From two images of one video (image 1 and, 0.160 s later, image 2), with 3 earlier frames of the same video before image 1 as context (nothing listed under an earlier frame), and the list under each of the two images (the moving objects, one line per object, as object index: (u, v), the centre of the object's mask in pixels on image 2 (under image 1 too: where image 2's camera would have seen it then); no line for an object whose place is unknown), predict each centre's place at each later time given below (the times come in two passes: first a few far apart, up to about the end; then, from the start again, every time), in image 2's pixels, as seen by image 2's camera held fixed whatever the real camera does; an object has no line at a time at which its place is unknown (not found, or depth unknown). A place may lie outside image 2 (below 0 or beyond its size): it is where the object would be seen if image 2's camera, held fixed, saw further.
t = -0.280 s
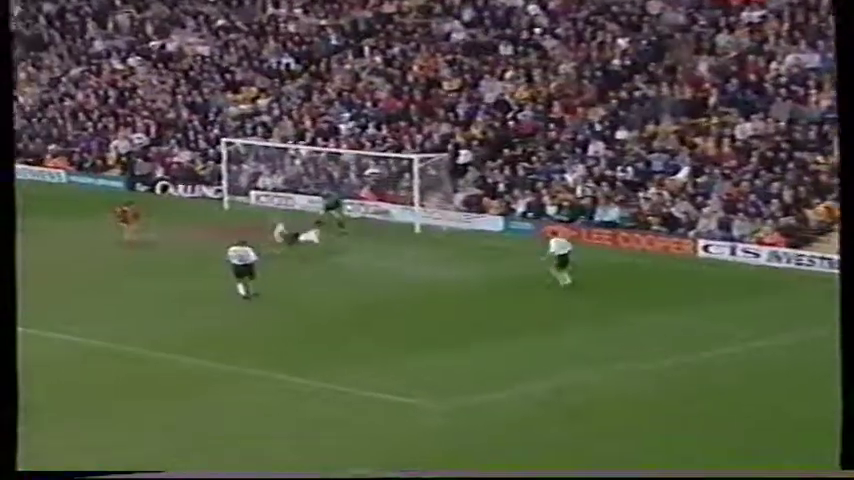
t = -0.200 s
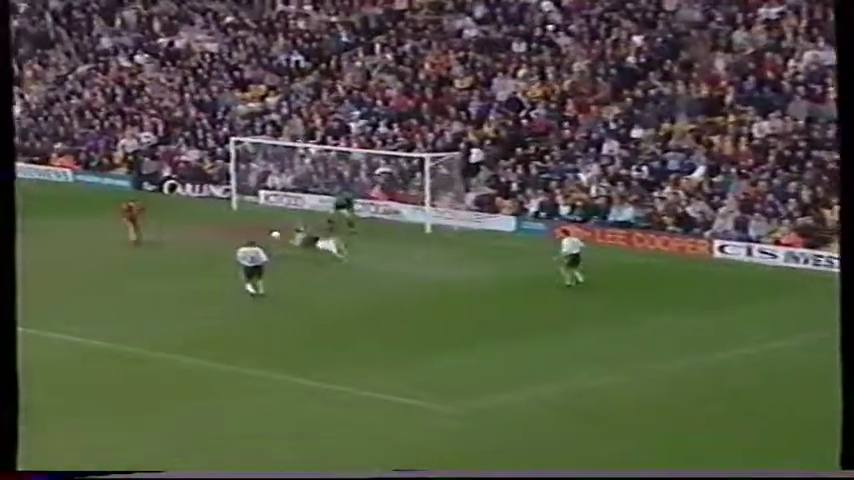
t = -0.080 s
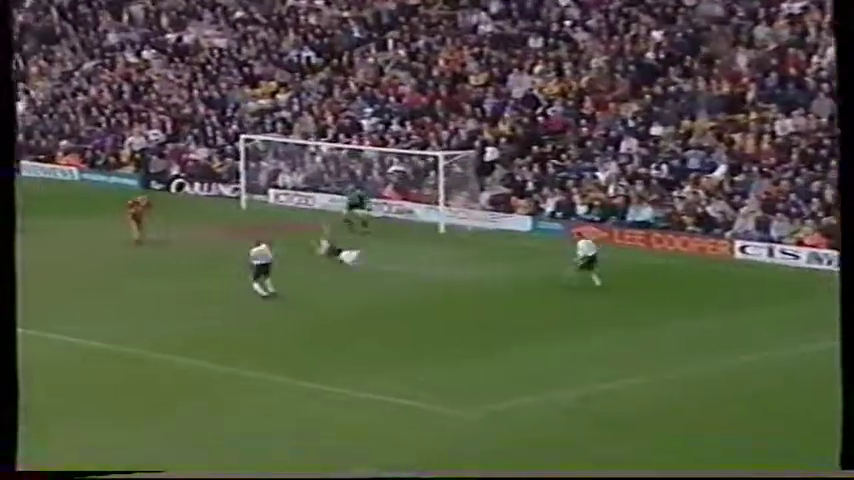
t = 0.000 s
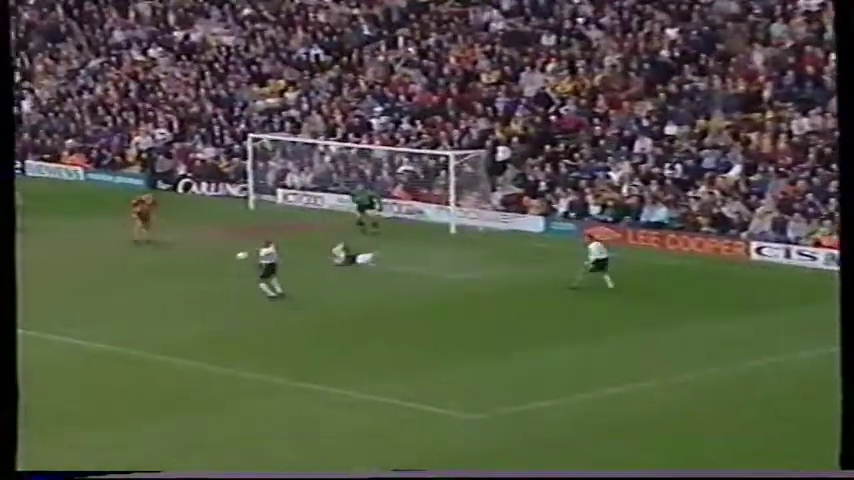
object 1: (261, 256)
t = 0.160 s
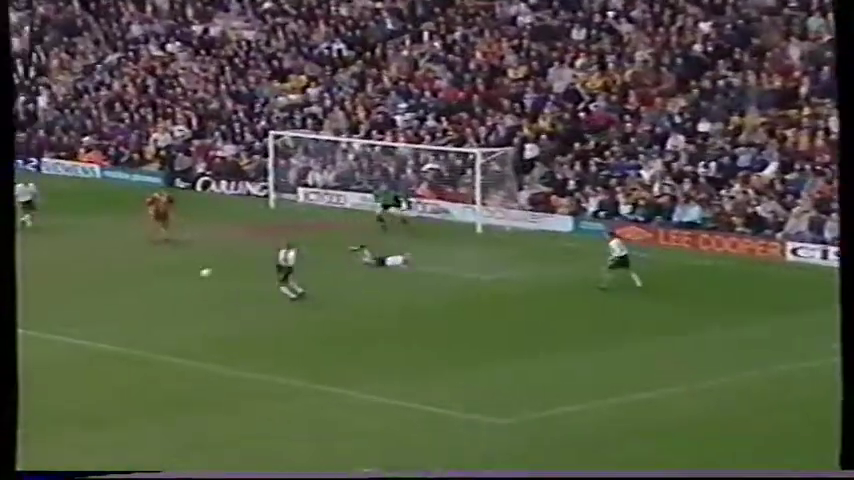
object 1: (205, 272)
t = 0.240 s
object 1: (177, 284)
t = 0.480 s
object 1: (112, 276)
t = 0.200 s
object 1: (191, 278)
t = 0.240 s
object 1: (177, 284)
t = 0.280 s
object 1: (164, 291)
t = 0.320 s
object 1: (151, 293)
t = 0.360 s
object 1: (141, 288)
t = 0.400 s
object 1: (132, 284)
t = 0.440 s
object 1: (122, 279)
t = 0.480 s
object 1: (112, 276)
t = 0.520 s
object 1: (102, 274)
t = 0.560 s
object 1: (93, 272)
